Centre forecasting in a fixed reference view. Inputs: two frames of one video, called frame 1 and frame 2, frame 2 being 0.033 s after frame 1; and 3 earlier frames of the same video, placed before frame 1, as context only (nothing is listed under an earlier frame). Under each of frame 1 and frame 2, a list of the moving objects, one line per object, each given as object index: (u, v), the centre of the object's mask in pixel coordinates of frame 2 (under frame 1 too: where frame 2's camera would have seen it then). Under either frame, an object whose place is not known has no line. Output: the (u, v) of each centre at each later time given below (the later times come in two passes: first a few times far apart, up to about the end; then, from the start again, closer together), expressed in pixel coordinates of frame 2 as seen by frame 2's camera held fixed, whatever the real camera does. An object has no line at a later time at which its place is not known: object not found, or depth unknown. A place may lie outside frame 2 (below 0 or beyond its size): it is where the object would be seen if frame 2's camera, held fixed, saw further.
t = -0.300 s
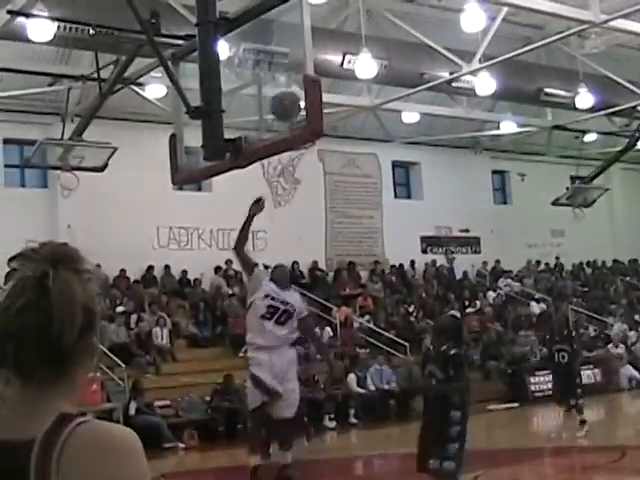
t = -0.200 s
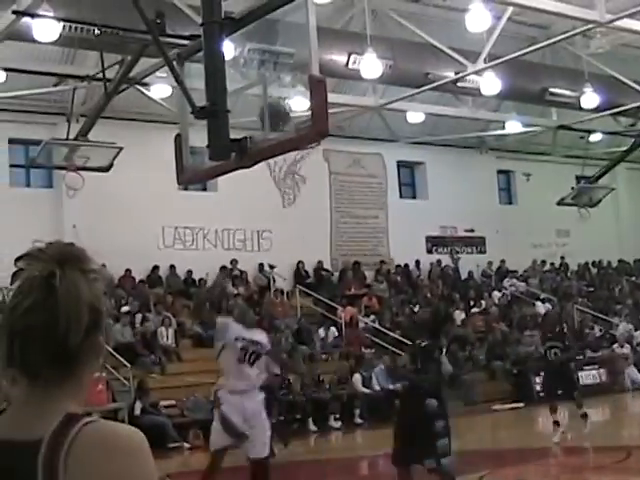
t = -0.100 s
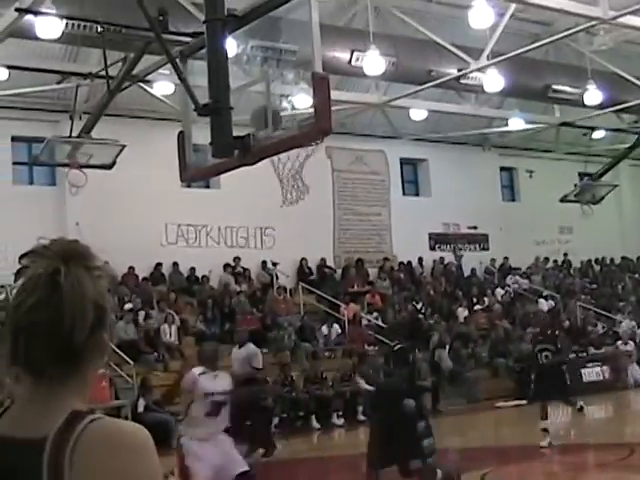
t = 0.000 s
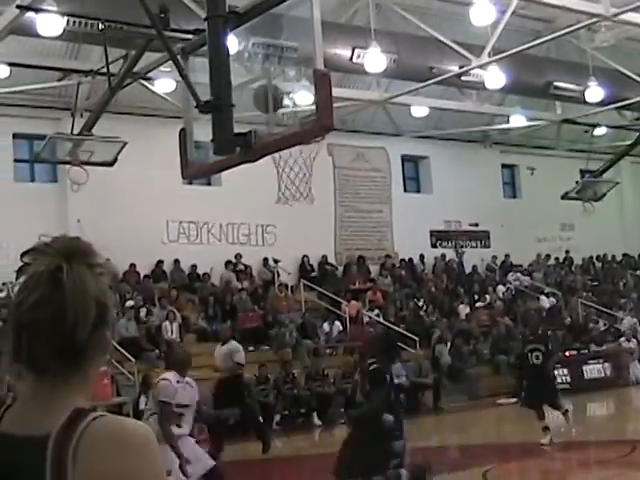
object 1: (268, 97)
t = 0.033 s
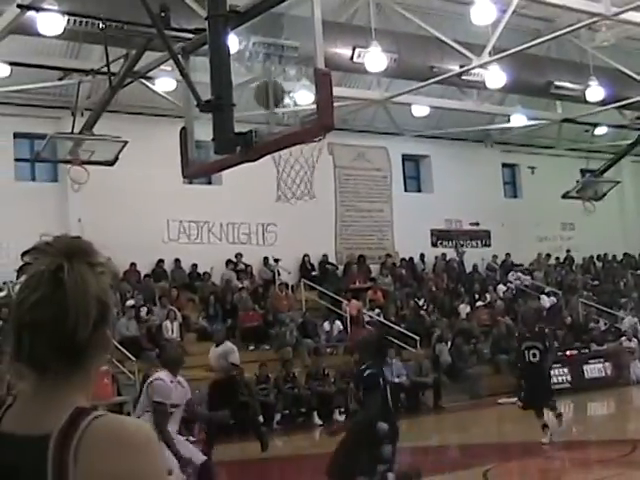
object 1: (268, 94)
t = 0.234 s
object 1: (273, 103)
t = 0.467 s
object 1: (297, 152)
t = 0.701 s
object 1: (320, 201)
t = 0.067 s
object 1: (268, 92)
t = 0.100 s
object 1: (268, 92)
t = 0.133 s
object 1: (271, 91)
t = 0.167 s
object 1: (272, 95)
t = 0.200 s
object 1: (273, 98)
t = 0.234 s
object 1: (273, 103)
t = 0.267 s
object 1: (275, 109)
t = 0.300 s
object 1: (276, 114)
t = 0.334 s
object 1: (279, 121)
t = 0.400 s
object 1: (287, 148)
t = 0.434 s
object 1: (291, 150)
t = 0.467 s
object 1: (297, 152)
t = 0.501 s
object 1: (304, 156)
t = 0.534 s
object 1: (309, 162)
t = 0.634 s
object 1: (317, 184)
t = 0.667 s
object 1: (318, 192)
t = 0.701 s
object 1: (320, 201)
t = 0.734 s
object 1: (322, 212)
